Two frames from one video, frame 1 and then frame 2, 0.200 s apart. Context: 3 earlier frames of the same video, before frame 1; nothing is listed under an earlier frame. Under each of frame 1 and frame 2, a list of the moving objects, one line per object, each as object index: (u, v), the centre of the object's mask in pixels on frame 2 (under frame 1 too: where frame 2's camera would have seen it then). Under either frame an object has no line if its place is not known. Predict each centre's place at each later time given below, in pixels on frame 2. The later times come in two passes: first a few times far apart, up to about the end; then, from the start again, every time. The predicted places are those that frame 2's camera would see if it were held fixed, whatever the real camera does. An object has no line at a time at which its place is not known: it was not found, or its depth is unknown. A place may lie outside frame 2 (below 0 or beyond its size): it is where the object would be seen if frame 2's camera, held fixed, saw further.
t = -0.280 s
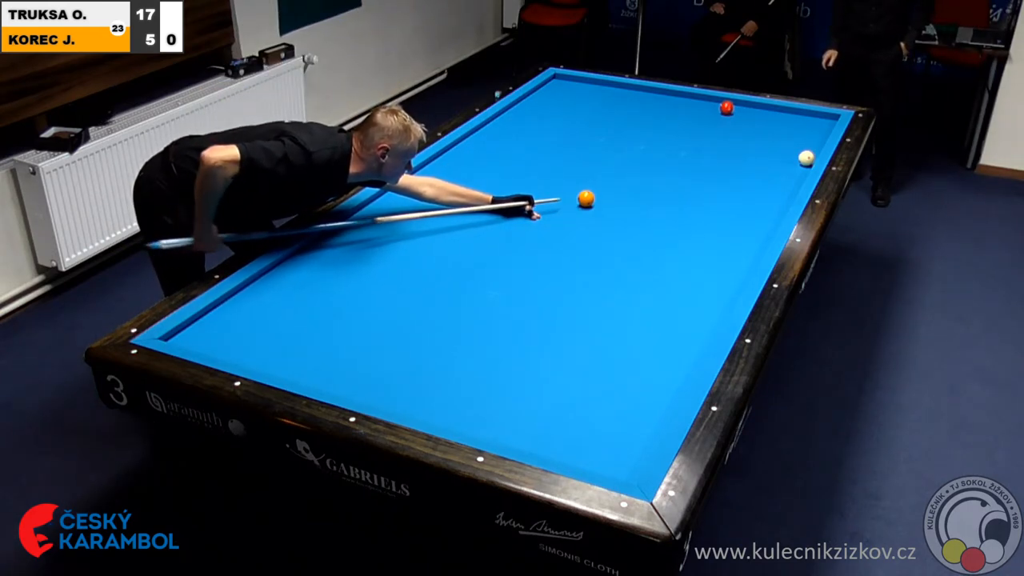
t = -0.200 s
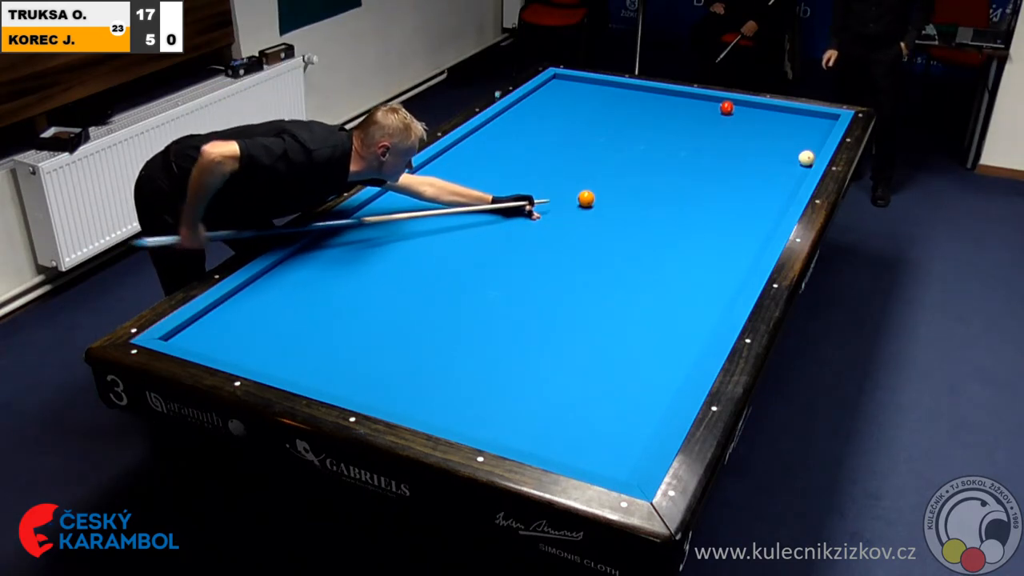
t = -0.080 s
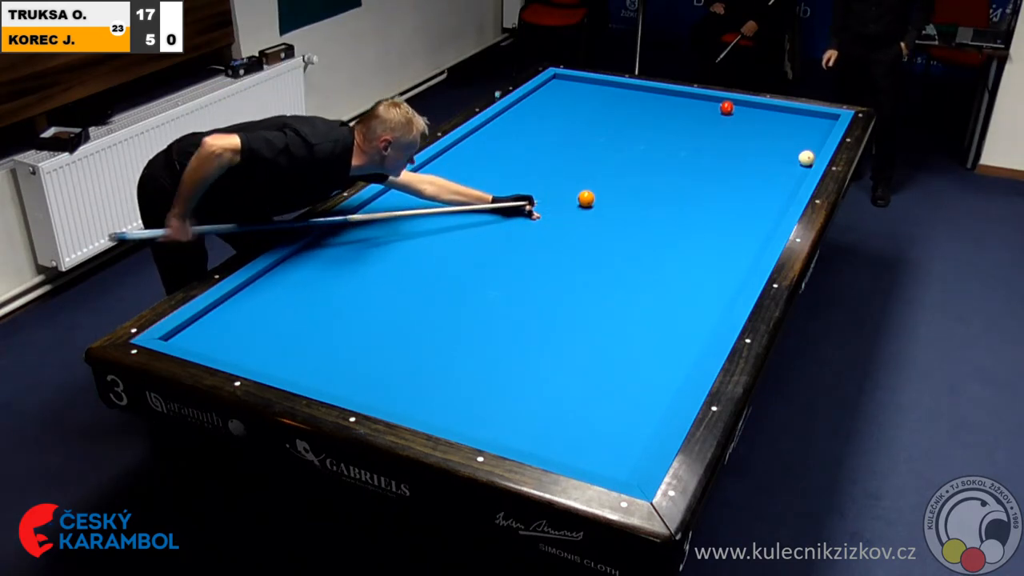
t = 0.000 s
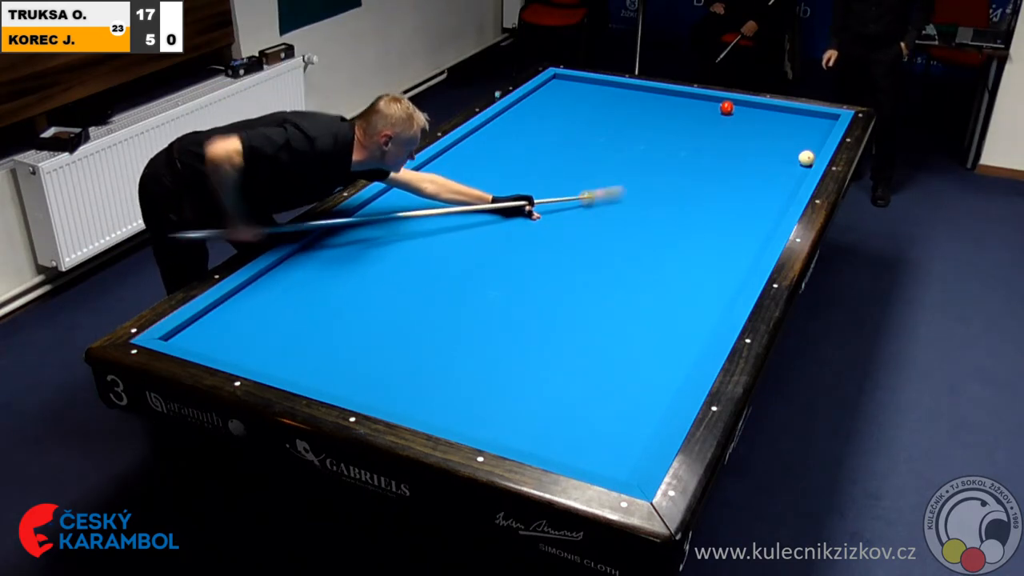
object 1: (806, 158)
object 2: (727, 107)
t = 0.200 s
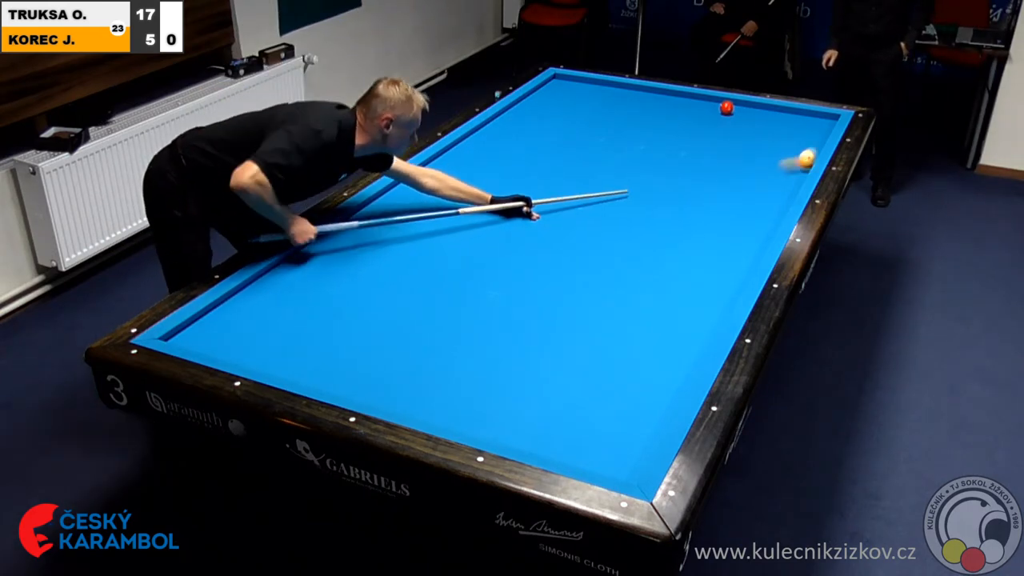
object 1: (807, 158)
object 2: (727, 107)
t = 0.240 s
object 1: (814, 147)
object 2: (727, 107)
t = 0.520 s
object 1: (800, 128)
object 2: (727, 107)
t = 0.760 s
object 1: (765, 157)
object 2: (727, 107)
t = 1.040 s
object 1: (723, 193)
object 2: (727, 108)
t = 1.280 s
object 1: (680, 229)
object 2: (727, 108)
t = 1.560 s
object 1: (621, 278)
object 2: (727, 108)
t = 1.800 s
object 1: (562, 327)
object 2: (727, 108)
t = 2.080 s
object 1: (477, 398)
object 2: (727, 107)
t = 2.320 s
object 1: (479, 385)
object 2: (735, 110)
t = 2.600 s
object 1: (512, 340)
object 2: (757, 115)
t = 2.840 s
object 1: (536, 307)
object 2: (775, 120)
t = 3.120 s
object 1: (561, 273)
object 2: (796, 125)
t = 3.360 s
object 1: (579, 248)
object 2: (814, 129)
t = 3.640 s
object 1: (599, 222)
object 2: (819, 132)
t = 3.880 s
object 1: (613, 202)
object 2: (809, 131)
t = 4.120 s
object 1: (626, 184)
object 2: (799, 130)
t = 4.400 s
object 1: (640, 164)
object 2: (796, 132)
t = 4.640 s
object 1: (651, 150)
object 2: (795, 134)
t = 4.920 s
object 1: (663, 134)
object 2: (795, 136)
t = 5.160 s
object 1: (672, 121)
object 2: (795, 138)
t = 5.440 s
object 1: (681, 108)
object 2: (795, 140)
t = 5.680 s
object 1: (689, 98)
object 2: (794, 141)
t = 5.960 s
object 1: (684, 100)
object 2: (794, 143)
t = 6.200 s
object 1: (677, 105)
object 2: (794, 144)
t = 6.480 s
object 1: (669, 111)
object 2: (794, 144)
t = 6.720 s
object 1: (662, 117)
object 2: (794, 145)
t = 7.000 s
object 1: (653, 123)
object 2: (794, 146)
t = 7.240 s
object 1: (646, 128)
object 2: (794, 146)
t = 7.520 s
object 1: (638, 134)
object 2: (794, 146)
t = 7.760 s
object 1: (631, 140)
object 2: (794, 146)
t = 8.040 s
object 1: (624, 146)
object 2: (794, 146)
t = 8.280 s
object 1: (617, 151)
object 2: (794, 146)
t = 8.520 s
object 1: (611, 156)
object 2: (794, 146)
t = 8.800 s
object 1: (604, 162)
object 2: (794, 146)
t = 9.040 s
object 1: (599, 166)
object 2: (794, 146)
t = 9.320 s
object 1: (592, 172)
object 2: (794, 146)
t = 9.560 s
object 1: (587, 177)
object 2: (794, 145)
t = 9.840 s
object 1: (581, 182)
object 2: (794, 145)
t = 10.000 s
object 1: (578, 185)
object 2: (794, 145)
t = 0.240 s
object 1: (814, 147)
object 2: (727, 107)
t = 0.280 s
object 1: (816, 138)
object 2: (727, 107)
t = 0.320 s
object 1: (816, 129)
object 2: (727, 107)
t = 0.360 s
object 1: (817, 121)
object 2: (727, 107)
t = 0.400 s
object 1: (817, 114)
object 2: (727, 107)
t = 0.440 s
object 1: (812, 118)
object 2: (727, 107)
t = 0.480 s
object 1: (806, 123)
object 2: (727, 107)
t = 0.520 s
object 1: (800, 128)
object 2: (727, 107)
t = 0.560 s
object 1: (794, 133)
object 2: (727, 107)
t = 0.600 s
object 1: (788, 138)
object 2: (727, 107)
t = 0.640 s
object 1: (783, 143)
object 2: (727, 107)
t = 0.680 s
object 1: (776, 148)
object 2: (727, 107)
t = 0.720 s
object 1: (771, 153)
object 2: (727, 107)
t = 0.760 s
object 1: (765, 157)
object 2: (727, 107)
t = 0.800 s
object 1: (760, 162)
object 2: (727, 107)
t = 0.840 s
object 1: (754, 167)
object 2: (727, 107)
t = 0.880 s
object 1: (748, 172)
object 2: (727, 107)
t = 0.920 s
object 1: (742, 177)
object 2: (727, 107)
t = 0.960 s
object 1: (736, 183)
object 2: (727, 107)
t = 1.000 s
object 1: (729, 188)
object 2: (727, 107)
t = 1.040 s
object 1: (723, 193)
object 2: (727, 108)
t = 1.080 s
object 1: (716, 199)
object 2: (727, 107)
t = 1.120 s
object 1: (709, 204)
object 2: (727, 107)
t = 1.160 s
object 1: (702, 210)
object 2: (727, 107)
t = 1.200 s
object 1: (695, 217)
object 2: (727, 107)
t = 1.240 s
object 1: (687, 222)
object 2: (727, 108)
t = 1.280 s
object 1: (680, 229)
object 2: (727, 108)
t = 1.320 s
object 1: (672, 235)
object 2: (727, 108)
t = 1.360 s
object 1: (664, 242)
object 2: (727, 108)
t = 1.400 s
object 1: (656, 249)
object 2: (727, 108)
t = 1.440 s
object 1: (648, 256)
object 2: (727, 108)
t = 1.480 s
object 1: (639, 263)
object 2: (727, 107)
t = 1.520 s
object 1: (631, 270)
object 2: (727, 108)
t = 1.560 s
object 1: (621, 278)
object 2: (727, 108)
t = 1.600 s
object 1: (613, 285)
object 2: (727, 108)
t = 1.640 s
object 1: (603, 294)
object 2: (727, 108)
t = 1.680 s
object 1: (593, 302)
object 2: (727, 107)
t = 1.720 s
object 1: (583, 310)
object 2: (727, 107)
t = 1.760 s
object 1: (573, 319)
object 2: (727, 107)
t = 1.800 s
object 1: (562, 327)
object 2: (727, 108)
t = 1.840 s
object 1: (551, 337)
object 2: (727, 107)
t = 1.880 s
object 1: (540, 346)
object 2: (727, 108)
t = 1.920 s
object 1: (528, 356)
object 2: (727, 107)
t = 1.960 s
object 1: (516, 366)
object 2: (727, 108)
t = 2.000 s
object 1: (504, 377)
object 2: (727, 108)
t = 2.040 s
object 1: (491, 387)
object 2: (727, 107)
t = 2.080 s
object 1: (477, 398)
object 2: (727, 107)
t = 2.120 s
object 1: (464, 409)
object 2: (727, 107)
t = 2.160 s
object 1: (453, 417)
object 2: (727, 108)
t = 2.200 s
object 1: (458, 412)
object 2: (727, 108)
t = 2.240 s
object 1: (466, 402)
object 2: (729, 108)
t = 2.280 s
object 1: (473, 393)
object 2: (732, 108)
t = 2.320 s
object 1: (479, 385)
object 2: (735, 110)
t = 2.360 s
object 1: (484, 378)
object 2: (739, 110)
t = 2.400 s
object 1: (489, 371)
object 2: (742, 112)
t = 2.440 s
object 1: (494, 364)
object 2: (745, 112)
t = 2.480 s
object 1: (499, 358)
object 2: (748, 113)
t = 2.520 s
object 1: (503, 352)
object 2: (751, 113)
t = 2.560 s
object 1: (508, 346)
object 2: (754, 114)
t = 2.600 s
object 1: (512, 340)
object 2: (757, 115)
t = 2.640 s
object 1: (516, 334)
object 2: (760, 116)
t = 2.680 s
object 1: (521, 329)
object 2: (763, 116)
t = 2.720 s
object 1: (525, 323)
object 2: (766, 117)
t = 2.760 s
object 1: (529, 317)
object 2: (769, 118)
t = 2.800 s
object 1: (533, 312)
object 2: (772, 118)
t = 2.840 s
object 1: (536, 307)
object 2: (775, 120)
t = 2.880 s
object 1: (540, 302)
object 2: (778, 120)
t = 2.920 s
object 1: (544, 297)
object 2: (781, 121)
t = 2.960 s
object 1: (547, 292)
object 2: (784, 122)
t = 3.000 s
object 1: (551, 287)
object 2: (787, 123)
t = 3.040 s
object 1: (554, 282)
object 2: (790, 123)
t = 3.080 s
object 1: (557, 278)
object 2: (793, 124)
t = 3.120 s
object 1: (561, 273)
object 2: (796, 125)
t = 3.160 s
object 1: (564, 269)
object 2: (799, 125)
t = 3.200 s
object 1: (567, 265)
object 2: (802, 126)
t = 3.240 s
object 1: (570, 260)
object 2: (805, 127)
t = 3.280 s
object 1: (574, 256)
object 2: (808, 128)
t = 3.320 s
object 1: (576, 252)
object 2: (811, 128)
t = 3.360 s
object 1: (579, 248)
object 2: (814, 129)
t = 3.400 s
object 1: (582, 244)
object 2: (816, 130)
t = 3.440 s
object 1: (585, 240)
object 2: (819, 131)
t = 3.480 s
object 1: (588, 236)
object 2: (822, 131)
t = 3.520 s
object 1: (591, 233)
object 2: (824, 131)
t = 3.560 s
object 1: (593, 229)
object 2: (823, 132)
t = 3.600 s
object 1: (596, 225)
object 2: (821, 132)
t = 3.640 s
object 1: (599, 222)
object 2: (819, 132)
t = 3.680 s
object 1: (601, 218)
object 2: (818, 132)
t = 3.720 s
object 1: (603, 215)
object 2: (816, 131)
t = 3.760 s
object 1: (606, 212)
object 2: (814, 131)
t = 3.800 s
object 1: (608, 208)
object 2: (812, 131)
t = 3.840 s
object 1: (611, 205)
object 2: (810, 131)
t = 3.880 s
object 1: (613, 202)
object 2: (809, 131)
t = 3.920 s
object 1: (615, 198)
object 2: (807, 131)
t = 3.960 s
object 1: (618, 196)
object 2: (805, 131)
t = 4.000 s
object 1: (620, 192)
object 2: (803, 131)
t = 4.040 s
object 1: (622, 190)
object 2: (802, 131)
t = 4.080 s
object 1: (624, 187)
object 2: (800, 130)
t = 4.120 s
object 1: (626, 184)
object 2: (799, 130)
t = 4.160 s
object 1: (628, 181)
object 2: (797, 130)
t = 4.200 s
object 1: (630, 178)
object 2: (796, 130)
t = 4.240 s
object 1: (632, 175)
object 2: (796, 131)
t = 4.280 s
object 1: (634, 173)
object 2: (796, 131)
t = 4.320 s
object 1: (636, 170)
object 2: (796, 131)
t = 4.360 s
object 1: (638, 167)
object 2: (796, 132)
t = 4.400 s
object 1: (640, 164)
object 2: (796, 132)
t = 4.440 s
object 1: (642, 162)
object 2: (796, 133)
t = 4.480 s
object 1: (644, 159)
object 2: (796, 133)
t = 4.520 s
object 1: (646, 157)
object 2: (796, 133)
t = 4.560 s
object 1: (647, 154)
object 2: (795, 133)
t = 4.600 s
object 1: (649, 152)
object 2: (796, 134)
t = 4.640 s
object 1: (651, 150)
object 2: (795, 134)
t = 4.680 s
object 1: (653, 147)
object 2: (795, 134)
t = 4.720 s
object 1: (654, 145)
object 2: (795, 135)
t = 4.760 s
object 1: (656, 143)
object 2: (795, 135)
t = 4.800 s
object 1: (658, 140)
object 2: (795, 136)
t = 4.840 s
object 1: (659, 138)
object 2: (795, 136)
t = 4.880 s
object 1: (661, 136)
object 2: (795, 136)
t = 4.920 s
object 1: (663, 134)
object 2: (795, 136)
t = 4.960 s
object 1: (664, 132)
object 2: (795, 137)
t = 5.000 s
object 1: (666, 129)
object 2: (795, 137)
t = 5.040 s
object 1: (667, 127)
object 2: (795, 137)
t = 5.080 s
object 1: (669, 126)
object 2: (795, 137)
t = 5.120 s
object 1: (670, 123)
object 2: (795, 138)
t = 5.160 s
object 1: (672, 121)
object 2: (795, 138)
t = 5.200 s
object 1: (673, 119)
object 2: (795, 138)
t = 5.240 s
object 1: (675, 117)
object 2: (795, 139)
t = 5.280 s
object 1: (676, 115)
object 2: (795, 139)
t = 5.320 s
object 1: (678, 114)
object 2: (795, 139)
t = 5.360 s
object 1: (679, 112)
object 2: (795, 139)
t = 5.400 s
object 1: (680, 110)
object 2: (795, 140)
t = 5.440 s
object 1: (681, 108)
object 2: (795, 140)
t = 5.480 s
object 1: (683, 106)
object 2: (795, 140)
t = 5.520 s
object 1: (684, 105)
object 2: (795, 140)
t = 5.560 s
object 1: (685, 103)
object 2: (795, 141)
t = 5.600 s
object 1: (686, 101)
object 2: (794, 141)
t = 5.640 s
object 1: (688, 99)
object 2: (794, 141)
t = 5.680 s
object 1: (689, 98)
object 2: (794, 141)
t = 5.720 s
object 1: (690, 96)
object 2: (794, 141)
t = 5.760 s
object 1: (691, 95)
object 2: (794, 142)
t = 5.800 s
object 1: (689, 96)
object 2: (794, 142)
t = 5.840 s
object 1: (688, 97)
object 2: (794, 142)
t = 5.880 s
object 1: (687, 98)
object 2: (794, 142)
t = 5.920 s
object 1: (685, 99)
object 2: (794, 143)
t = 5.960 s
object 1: (684, 100)
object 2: (794, 143)
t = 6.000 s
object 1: (683, 101)
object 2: (794, 143)
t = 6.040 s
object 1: (682, 102)
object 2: (794, 143)
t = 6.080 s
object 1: (681, 102)
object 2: (794, 143)
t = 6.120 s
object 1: (680, 103)
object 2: (794, 143)
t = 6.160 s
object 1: (678, 104)
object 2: (794, 143)
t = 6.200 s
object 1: (677, 105)
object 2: (794, 144)
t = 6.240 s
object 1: (676, 106)
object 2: (794, 144)
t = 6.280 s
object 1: (675, 107)
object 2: (794, 144)
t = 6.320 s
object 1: (674, 108)
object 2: (794, 144)
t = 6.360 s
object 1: (673, 109)
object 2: (794, 144)
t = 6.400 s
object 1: (672, 109)
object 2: (794, 144)
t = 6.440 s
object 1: (670, 110)
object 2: (794, 144)
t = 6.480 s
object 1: (669, 111)
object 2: (794, 144)
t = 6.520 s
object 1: (668, 112)
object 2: (794, 145)
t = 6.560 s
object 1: (667, 113)
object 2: (794, 145)
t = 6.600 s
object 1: (665, 114)
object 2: (794, 145)
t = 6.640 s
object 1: (664, 115)
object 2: (794, 145)
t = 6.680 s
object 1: (663, 116)
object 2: (794, 145)
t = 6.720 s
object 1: (662, 117)
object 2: (794, 145)
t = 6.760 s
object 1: (661, 117)
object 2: (794, 145)
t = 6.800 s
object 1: (659, 118)
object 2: (794, 145)
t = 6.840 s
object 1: (658, 119)
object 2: (794, 145)
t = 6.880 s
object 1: (657, 120)
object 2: (794, 145)
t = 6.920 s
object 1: (656, 121)
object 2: (794, 145)
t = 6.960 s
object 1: (655, 122)
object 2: (794, 145)
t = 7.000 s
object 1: (653, 123)
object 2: (794, 146)
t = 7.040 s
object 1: (652, 124)
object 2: (794, 146)
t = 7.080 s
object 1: (651, 125)
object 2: (794, 146)
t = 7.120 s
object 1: (650, 126)
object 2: (794, 146)
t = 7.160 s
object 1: (649, 126)
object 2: (794, 146)
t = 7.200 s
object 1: (647, 127)
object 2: (794, 146)
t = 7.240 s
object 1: (646, 128)
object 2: (794, 146)
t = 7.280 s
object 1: (645, 129)
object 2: (794, 146)
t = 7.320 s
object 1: (644, 130)
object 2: (794, 146)
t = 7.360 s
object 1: (643, 131)
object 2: (794, 146)
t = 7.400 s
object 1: (642, 132)
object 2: (794, 146)
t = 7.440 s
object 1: (640, 133)
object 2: (794, 146)
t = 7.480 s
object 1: (639, 134)
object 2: (794, 146)
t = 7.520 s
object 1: (638, 134)
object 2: (794, 146)
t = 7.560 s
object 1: (637, 135)
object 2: (794, 146)
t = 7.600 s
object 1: (636, 136)
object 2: (794, 146)
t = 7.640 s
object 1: (635, 137)
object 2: (794, 146)
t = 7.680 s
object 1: (634, 138)
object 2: (794, 146)
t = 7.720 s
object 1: (632, 139)
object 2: (794, 146)
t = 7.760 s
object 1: (631, 140)
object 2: (794, 146)
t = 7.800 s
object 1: (630, 140)
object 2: (794, 146)
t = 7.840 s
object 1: (629, 141)
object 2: (794, 146)
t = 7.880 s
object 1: (628, 142)
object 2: (794, 146)
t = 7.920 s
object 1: (627, 143)
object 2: (794, 146)
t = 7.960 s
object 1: (626, 144)
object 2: (794, 146)
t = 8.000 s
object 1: (625, 145)
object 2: (794, 146)
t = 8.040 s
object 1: (624, 146)
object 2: (794, 146)
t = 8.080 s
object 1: (623, 146)
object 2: (794, 146)
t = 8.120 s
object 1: (622, 147)
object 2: (794, 146)
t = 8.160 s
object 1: (620, 148)
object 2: (794, 146)
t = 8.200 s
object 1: (619, 149)
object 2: (794, 146)
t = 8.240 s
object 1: (618, 150)
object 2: (794, 146)
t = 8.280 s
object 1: (617, 151)
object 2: (794, 146)
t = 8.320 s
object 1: (616, 152)
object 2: (794, 146)
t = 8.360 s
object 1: (615, 152)
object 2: (794, 146)
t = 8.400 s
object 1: (614, 153)
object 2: (794, 146)
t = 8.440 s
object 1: (613, 154)
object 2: (794, 146)
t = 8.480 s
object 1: (612, 155)
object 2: (794, 146)
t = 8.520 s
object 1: (611, 156)
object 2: (794, 146)
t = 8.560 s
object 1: (610, 157)
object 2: (794, 146)
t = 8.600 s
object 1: (609, 157)
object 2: (794, 146)
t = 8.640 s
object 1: (608, 158)
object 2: (794, 146)
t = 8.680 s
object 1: (607, 159)
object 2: (794, 146)
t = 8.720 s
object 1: (606, 160)
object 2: (794, 146)
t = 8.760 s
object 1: (605, 161)
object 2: (794, 146)
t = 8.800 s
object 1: (604, 162)
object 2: (794, 146)
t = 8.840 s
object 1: (603, 162)
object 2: (794, 146)
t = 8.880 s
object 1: (603, 163)
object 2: (794, 146)
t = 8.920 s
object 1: (601, 164)
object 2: (794, 146)
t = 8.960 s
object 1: (600, 165)
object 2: (794, 146)
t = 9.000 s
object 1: (600, 166)
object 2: (794, 146)
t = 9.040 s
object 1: (599, 166)
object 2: (794, 146)
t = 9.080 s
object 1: (598, 167)
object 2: (794, 146)
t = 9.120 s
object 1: (597, 168)
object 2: (794, 146)
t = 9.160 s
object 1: (596, 169)
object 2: (794, 146)
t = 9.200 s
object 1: (595, 170)
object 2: (794, 146)
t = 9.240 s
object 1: (594, 170)
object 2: (794, 146)
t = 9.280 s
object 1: (593, 171)
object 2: (794, 146)
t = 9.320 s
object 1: (592, 172)
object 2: (794, 146)
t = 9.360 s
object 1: (591, 173)
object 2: (794, 146)
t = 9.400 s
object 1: (590, 174)
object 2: (794, 146)
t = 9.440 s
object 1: (589, 174)
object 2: (794, 146)
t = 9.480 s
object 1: (589, 175)
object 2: (794, 146)
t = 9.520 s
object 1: (588, 176)
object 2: (794, 145)
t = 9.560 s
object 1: (587, 177)
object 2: (794, 145)
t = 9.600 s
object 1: (586, 177)
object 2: (794, 145)
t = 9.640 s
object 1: (585, 178)
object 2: (794, 145)
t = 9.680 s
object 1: (584, 179)
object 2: (794, 145)
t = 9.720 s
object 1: (584, 179)
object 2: (794, 145)
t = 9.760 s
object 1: (583, 180)
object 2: (794, 145)
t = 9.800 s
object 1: (582, 181)
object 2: (794, 145)
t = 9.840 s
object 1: (581, 182)
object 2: (794, 145)
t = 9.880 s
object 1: (581, 183)
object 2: (794, 145)
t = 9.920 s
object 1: (580, 183)
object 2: (794, 145)
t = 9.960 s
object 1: (579, 184)
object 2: (794, 145)
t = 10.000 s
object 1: (578, 185)
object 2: (794, 145)
